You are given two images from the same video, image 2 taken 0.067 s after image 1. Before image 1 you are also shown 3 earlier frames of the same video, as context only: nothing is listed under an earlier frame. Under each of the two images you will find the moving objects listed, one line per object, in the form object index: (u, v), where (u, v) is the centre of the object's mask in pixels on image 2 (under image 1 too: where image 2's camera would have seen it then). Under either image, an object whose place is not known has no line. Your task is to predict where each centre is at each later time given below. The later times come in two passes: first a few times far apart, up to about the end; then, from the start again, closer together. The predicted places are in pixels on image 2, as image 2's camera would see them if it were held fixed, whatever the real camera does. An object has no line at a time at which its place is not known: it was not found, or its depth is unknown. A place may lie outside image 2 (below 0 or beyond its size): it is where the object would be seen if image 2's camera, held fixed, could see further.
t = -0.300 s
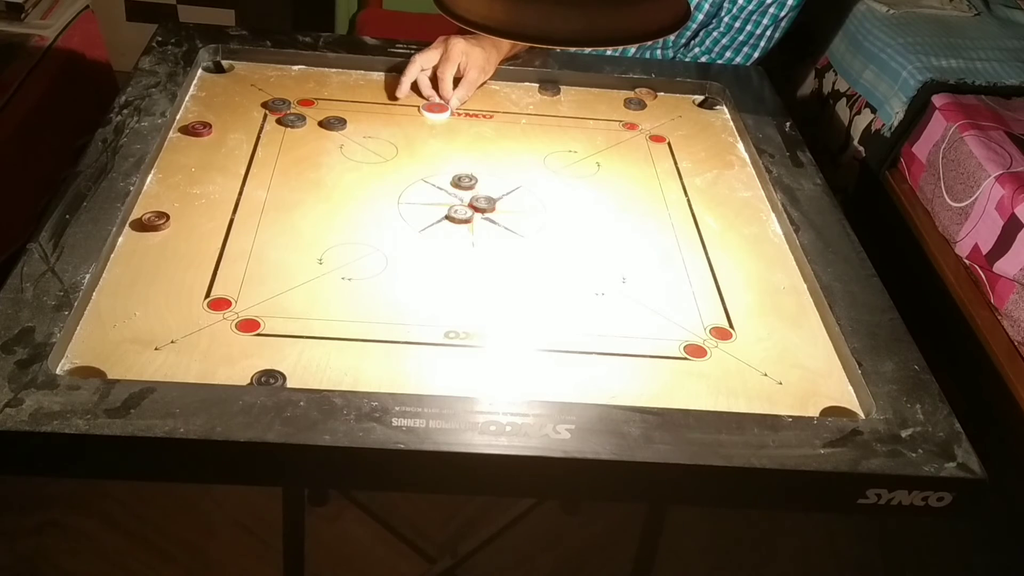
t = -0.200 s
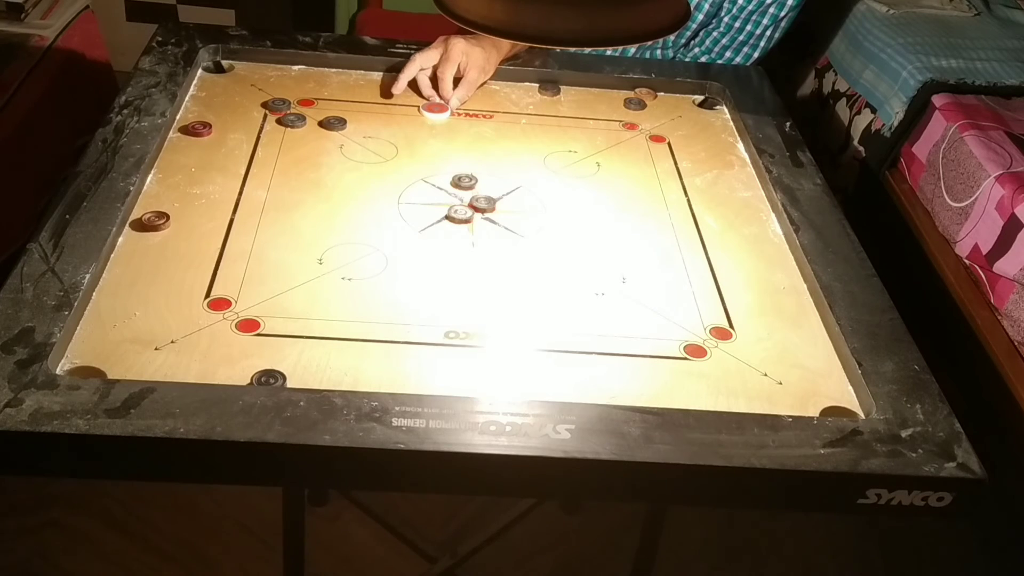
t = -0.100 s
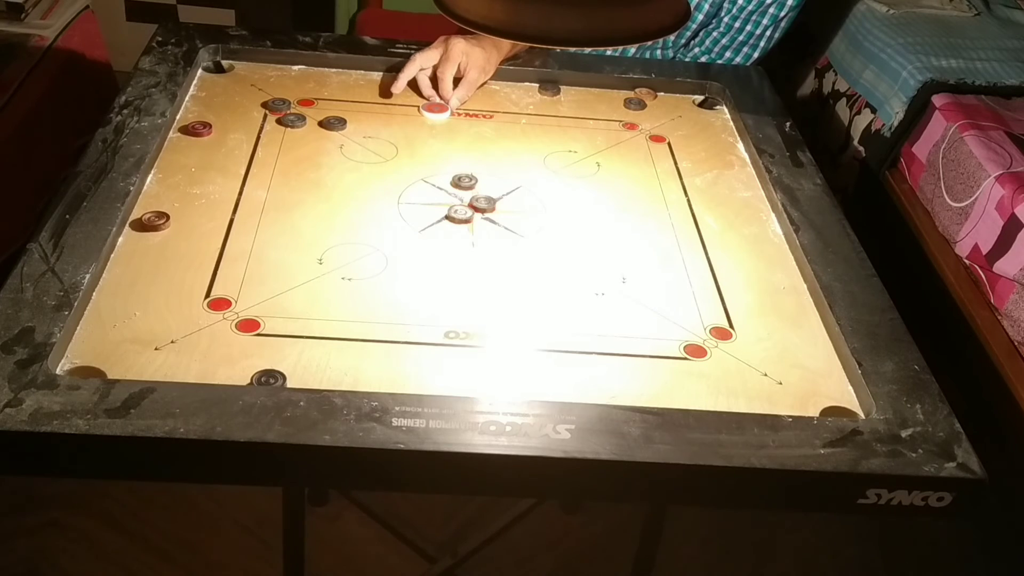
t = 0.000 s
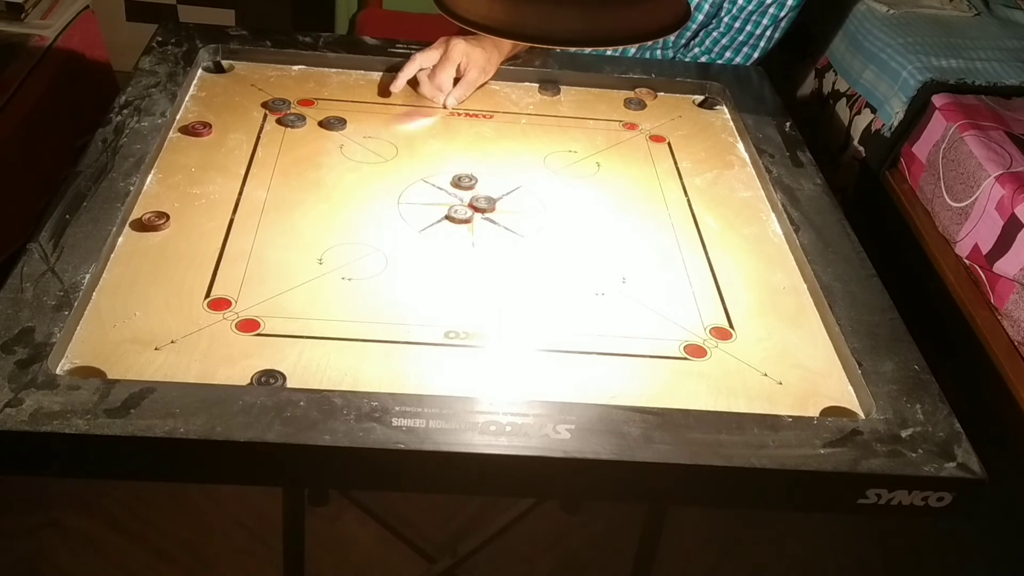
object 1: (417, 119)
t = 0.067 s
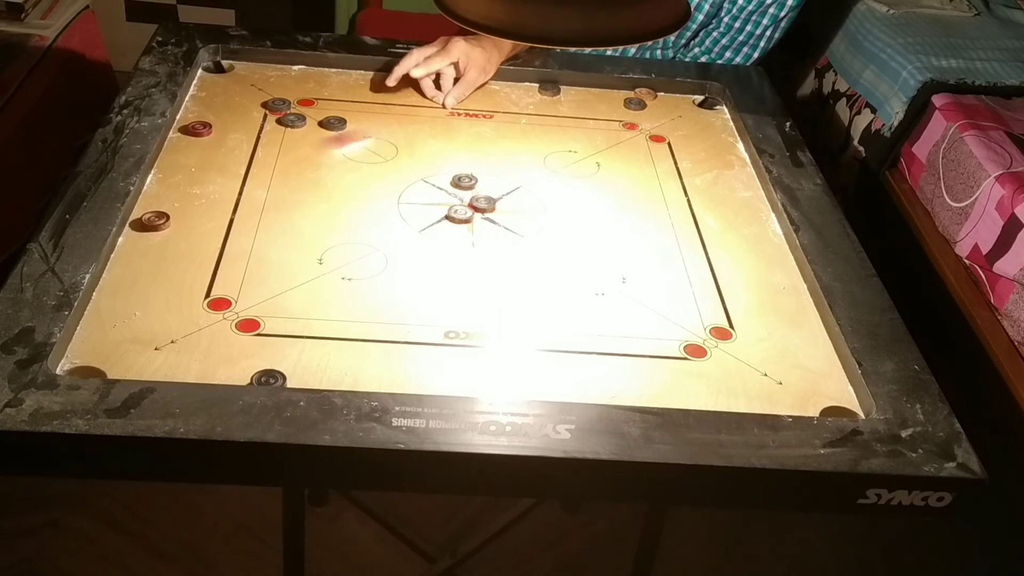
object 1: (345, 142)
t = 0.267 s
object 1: (178, 212)
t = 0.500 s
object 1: (330, 252)
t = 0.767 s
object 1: (434, 277)
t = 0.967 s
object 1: (460, 281)
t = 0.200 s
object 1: (193, 194)
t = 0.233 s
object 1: (164, 204)
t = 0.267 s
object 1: (178, 212)
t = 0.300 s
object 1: (202, 219)
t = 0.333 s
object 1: (227, 226)
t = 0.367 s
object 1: (254, 232)
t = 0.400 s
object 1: (276, 238)
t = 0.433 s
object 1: (294, 242)
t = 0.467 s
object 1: (311, 247)
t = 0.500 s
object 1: (330, 252)
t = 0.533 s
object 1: (349, 257)
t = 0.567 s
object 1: (365, 261)
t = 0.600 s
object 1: (379, 264)
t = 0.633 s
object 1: (392, 268)
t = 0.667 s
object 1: (405, 271)
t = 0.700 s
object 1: (416, 273)
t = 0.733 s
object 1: (426, 275)
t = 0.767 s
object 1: (434, 277)
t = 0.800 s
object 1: (442, 279)
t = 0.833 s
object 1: (447, 280)
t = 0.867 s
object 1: (452, 280)
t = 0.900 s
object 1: (456, 281)
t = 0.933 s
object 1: (458, 281)
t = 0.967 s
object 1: (460, 281)
